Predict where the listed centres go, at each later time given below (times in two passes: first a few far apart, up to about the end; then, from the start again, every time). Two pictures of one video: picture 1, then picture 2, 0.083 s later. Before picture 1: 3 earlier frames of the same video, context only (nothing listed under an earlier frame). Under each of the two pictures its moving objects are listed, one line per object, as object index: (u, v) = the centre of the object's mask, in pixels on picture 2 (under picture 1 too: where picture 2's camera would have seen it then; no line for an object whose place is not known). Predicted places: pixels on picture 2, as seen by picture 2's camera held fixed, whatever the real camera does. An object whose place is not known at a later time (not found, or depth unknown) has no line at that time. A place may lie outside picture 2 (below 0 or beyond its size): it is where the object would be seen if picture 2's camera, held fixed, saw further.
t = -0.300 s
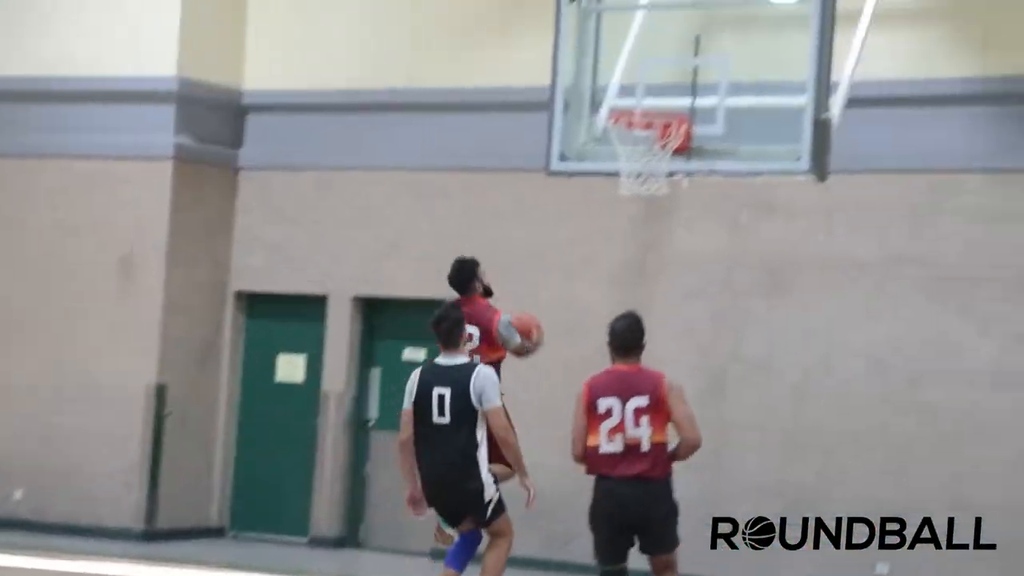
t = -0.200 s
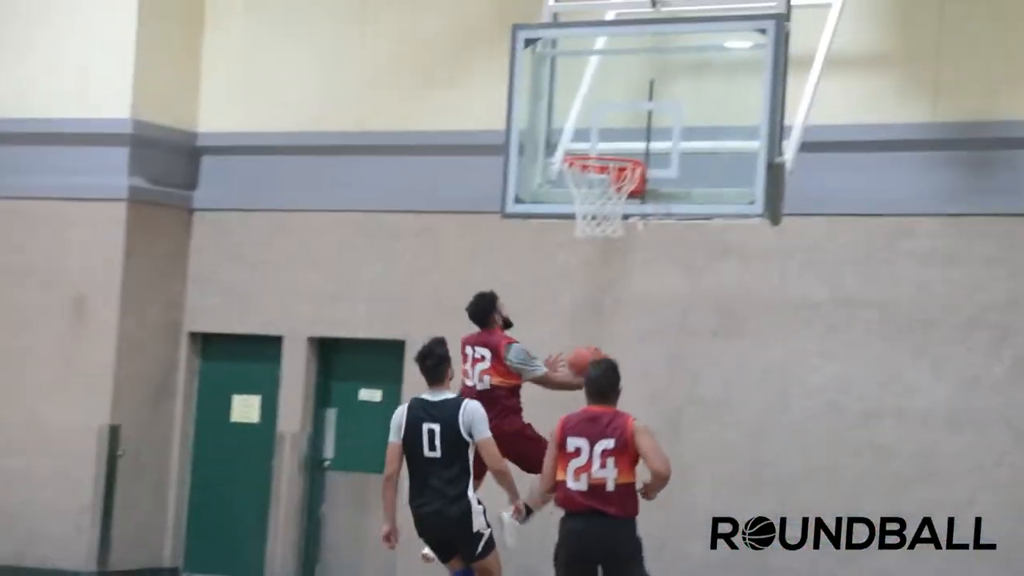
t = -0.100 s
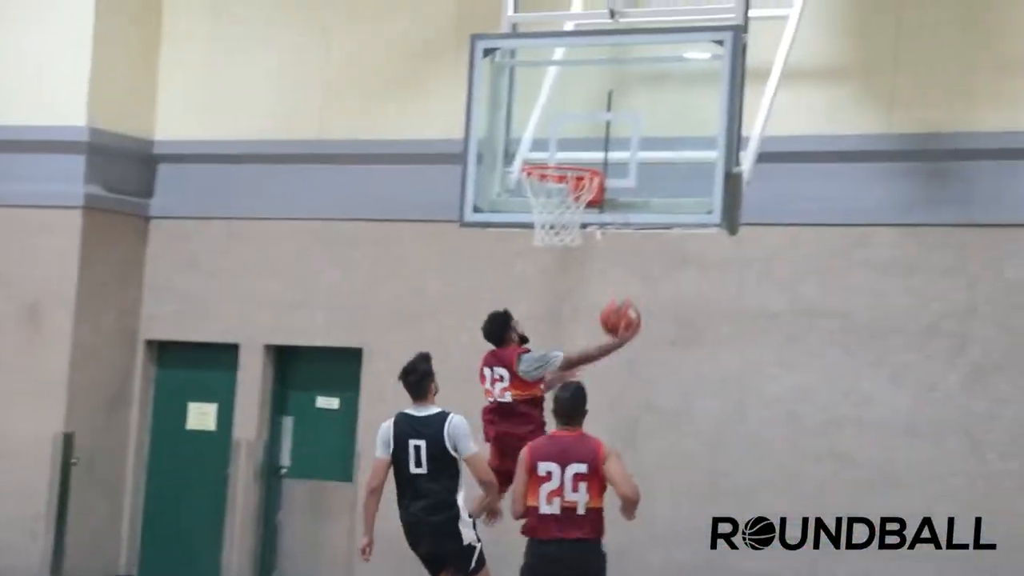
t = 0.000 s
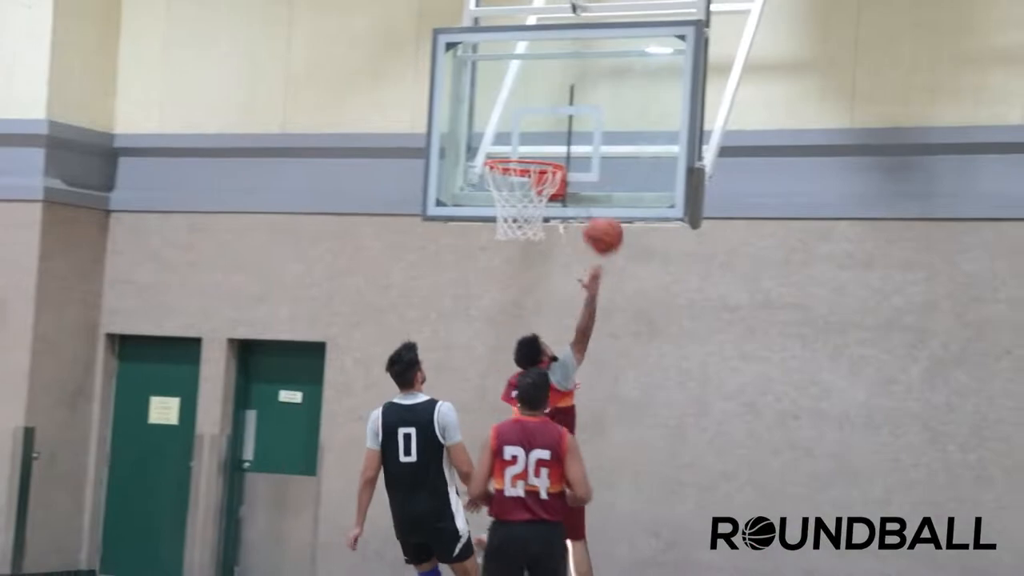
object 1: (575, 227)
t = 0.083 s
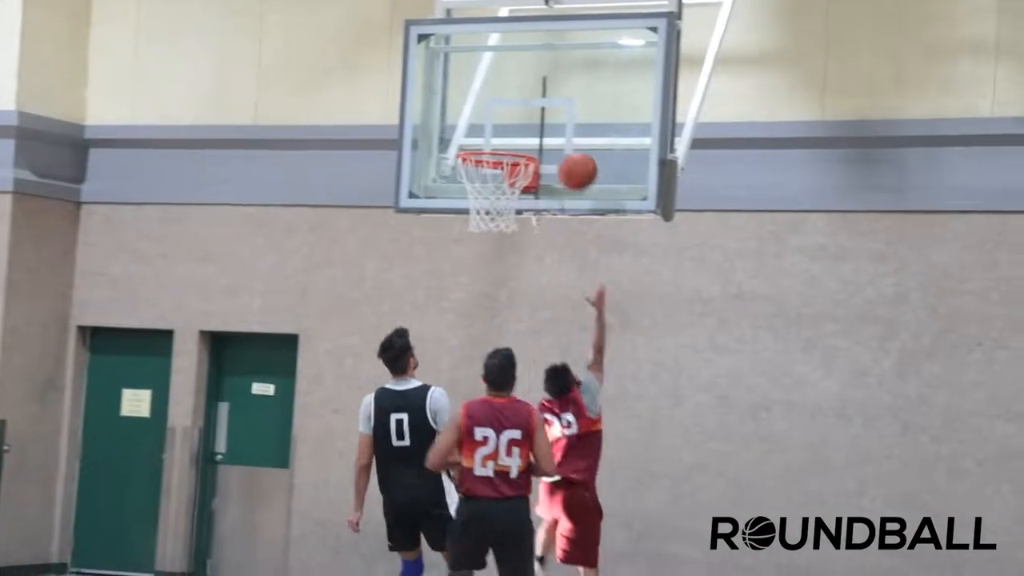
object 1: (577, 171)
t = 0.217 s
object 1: (579, 105)
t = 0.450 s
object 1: (539, 94)
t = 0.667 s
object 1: (496, 159)
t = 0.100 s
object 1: (578, 161)
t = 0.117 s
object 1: (579, 151)
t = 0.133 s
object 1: (579, 143)
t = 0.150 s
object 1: (579, 134)
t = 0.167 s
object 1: (579, 126)
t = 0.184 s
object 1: (579, 118)
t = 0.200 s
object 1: (579, 111)
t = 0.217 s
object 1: (579, 105)
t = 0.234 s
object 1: (579, 98)
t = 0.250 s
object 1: (580, 93)
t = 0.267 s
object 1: (577, 90)
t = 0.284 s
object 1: (574, 88)
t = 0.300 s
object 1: (571, 86)
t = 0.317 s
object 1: (568, 86)
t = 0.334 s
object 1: (564, 85)
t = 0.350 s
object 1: (561, 85)
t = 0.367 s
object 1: (557, 85)
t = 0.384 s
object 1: (554, 86)
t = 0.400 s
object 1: (550, 88)
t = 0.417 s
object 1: (546, 89)
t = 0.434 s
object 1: (543, 91)
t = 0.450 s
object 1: (539, 94)
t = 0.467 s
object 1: (536, 97)
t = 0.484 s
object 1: (532, 101)
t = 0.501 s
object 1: (528, 105)
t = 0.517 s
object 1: (525, 109)
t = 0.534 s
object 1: (520, 114)
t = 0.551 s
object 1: (516, 119)
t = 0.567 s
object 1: (512, 125)
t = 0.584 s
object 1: (509, 131)
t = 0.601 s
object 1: (505, 136)
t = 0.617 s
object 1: (501, 140)
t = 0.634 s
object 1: (498, 149)
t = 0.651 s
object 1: (498, 155)
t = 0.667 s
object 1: (496, 159)
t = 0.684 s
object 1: (495, 164)
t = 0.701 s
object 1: (493, 171)
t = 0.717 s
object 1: (492, 174)
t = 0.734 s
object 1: (493, 179)
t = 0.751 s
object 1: (492, 186)
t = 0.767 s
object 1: (495, 196)
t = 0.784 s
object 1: (494, 200)
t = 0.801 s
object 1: (492, 205)
